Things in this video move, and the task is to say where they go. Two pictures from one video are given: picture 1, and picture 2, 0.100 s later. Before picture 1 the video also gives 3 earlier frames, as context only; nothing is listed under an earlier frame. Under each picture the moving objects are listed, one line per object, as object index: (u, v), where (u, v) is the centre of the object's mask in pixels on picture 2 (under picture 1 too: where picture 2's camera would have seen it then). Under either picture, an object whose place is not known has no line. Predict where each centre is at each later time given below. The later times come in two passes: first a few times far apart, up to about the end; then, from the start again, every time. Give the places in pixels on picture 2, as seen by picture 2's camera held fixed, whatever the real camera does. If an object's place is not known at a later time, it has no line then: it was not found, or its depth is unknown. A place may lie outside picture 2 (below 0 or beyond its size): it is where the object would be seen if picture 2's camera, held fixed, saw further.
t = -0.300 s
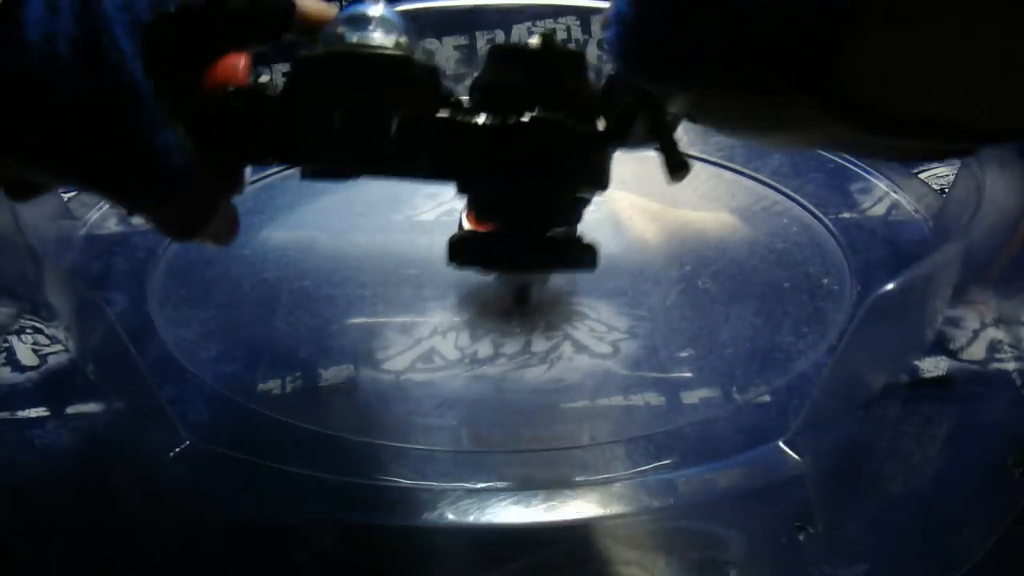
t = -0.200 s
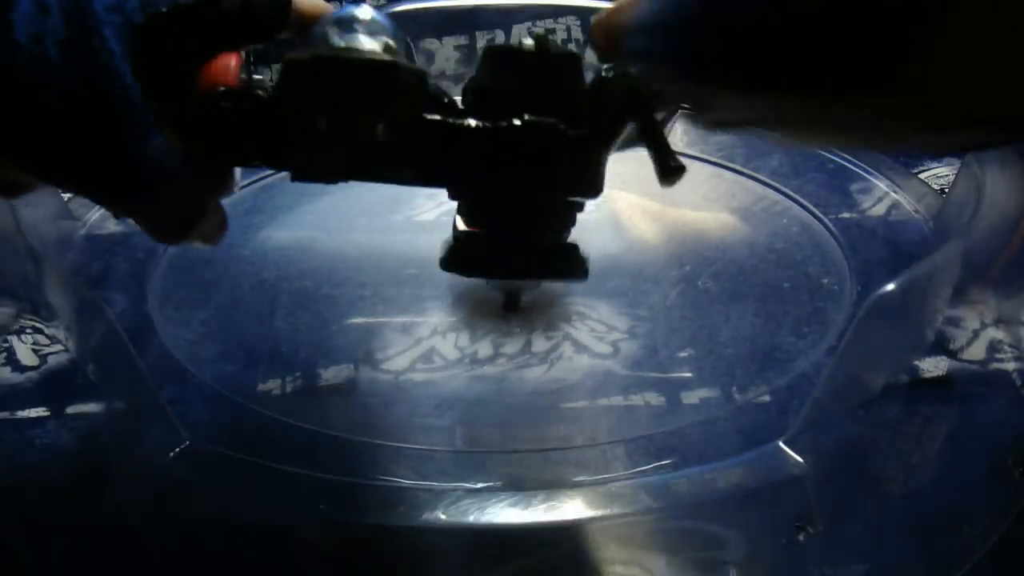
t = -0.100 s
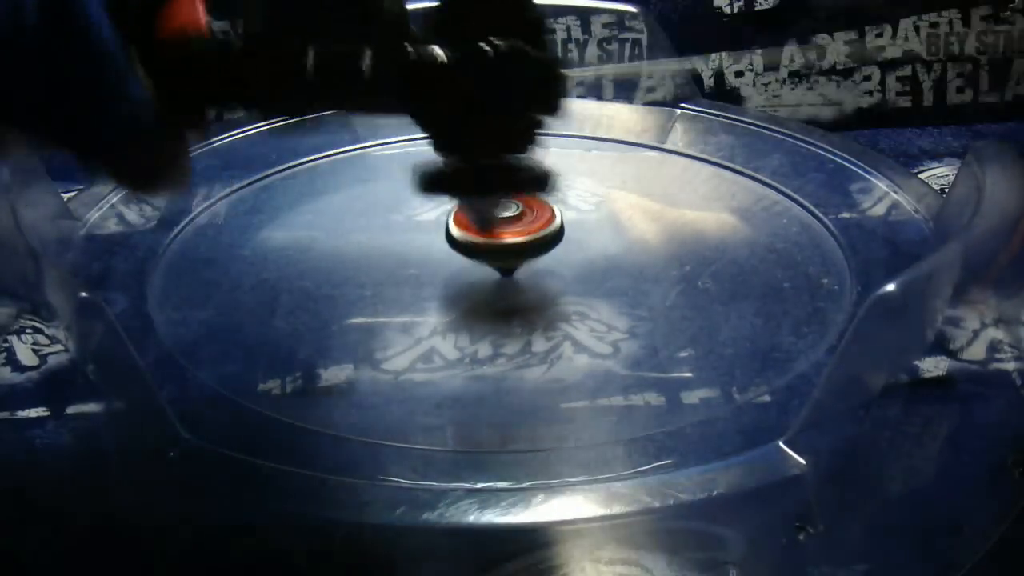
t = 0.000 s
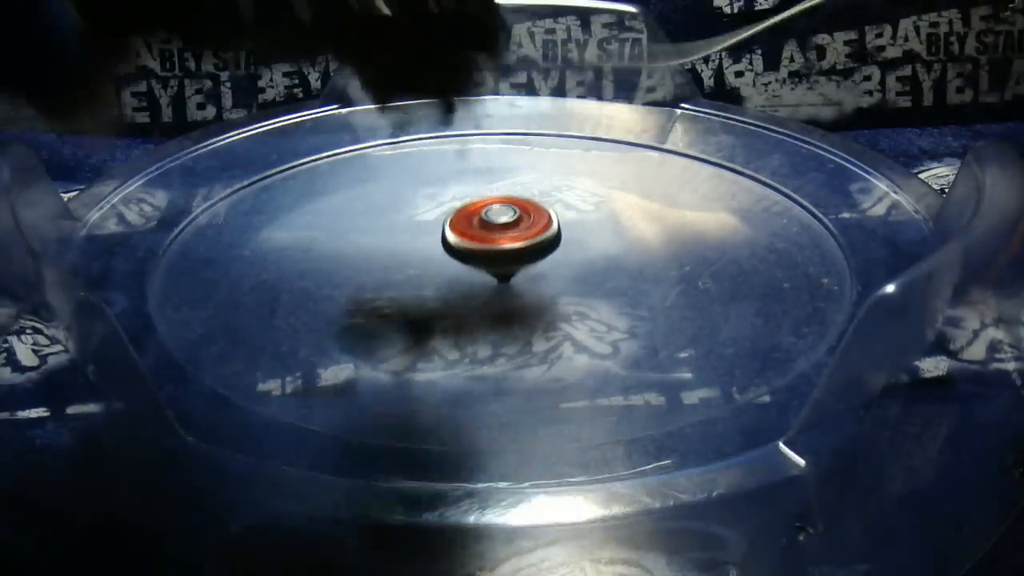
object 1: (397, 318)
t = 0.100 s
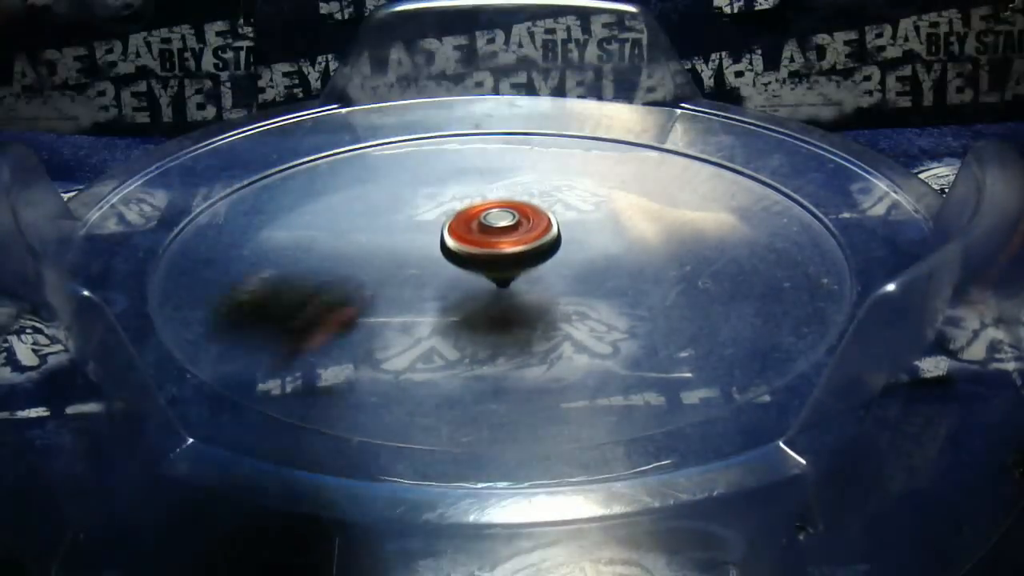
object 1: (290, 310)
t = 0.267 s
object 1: (195, 327)
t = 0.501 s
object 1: (134, 274)
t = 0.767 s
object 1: (129, 232)
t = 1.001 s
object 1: (238, 252)
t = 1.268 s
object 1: (284, 135)
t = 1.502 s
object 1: (226, 200)
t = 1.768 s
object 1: (432, 194)
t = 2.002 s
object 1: (310, 153)
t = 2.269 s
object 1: (552, 229)
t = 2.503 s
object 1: (560, 104)
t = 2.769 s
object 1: (398, 173)
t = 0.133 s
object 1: (249, 337)
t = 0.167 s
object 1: (214, 338)
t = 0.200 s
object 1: (189, 337)
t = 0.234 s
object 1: (194, 331)
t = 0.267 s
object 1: (195, 327)
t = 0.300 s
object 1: (187, 321)
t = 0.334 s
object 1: (171, 314)
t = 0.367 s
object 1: (152, 305)
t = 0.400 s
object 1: (152, 297)
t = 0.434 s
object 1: (150, 289)
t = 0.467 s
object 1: (142, 280)
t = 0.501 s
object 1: (134, 274)
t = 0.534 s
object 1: (122, 266)
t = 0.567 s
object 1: (122, 261)
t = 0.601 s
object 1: (123, 255)
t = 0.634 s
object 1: (125, 249)
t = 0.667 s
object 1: (126, 243)
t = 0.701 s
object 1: (125, 238)
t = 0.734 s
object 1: (127, 235)
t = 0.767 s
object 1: (129, 232)
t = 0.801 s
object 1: (131, 229)
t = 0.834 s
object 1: (141, 228)
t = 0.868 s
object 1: (149, 228)
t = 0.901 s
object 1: (159, 229)
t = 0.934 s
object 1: (178, 241)
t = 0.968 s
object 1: (203, 247)
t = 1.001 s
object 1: (238, 252)
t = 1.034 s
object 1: (286, 257)
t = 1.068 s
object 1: (337, 258)
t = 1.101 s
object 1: (377, 247)
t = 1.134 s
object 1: (375, 220)
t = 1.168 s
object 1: (363, 195)
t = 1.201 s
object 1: (341, 172)
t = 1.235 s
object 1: (312, 149)
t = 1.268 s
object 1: (284, 135)
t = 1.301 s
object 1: (263, 144)
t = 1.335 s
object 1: (246, 161)
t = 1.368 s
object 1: (233, 170)
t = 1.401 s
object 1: (224, 176)
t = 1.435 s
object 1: (217, 183)
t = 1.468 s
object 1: (218, 190)
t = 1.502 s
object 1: (226, 200)
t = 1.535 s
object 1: (246, 213)
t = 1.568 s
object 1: (280, 230)
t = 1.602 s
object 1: (326, 242)
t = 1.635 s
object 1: (378, 246)
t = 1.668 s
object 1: (409, 234)
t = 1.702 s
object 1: (416, 225)
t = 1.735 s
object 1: (425, 210)
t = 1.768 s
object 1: (432, 194)
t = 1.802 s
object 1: (432, 175)
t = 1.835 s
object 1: (422, 153)
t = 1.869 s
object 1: (399, 134)
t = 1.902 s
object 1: (375, 121)
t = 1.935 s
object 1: (351, 119)
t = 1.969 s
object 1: (323, 136)
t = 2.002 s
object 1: (310, 153)
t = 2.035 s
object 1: (302, 167)
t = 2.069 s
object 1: (305, 186)
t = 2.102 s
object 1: (319, 206)
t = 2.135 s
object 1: (355, 229)
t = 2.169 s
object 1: (397, 240)
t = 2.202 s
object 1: (458, 247)
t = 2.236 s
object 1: (522, 242)
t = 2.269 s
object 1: (552, 229)
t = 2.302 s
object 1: (562, 226)
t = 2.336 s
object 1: (576, 219)
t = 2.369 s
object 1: (586, 199)
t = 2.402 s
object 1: (593, 181)
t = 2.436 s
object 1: (593, 158)
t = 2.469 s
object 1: (578, 125)
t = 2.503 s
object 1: (560, 104)
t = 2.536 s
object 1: (525, 94)
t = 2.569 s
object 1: (486, 103)
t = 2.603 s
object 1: (458, 107)
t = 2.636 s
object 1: (435, 113)
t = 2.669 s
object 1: (417, 123)
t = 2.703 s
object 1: (406, 135)
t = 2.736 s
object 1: (399, 150)
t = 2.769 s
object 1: (398, 173)
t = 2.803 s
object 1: (411, 192)
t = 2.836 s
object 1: (433, 209)
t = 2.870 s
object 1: (470, 224)
